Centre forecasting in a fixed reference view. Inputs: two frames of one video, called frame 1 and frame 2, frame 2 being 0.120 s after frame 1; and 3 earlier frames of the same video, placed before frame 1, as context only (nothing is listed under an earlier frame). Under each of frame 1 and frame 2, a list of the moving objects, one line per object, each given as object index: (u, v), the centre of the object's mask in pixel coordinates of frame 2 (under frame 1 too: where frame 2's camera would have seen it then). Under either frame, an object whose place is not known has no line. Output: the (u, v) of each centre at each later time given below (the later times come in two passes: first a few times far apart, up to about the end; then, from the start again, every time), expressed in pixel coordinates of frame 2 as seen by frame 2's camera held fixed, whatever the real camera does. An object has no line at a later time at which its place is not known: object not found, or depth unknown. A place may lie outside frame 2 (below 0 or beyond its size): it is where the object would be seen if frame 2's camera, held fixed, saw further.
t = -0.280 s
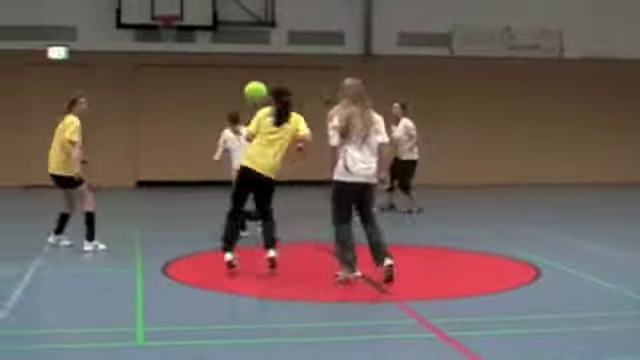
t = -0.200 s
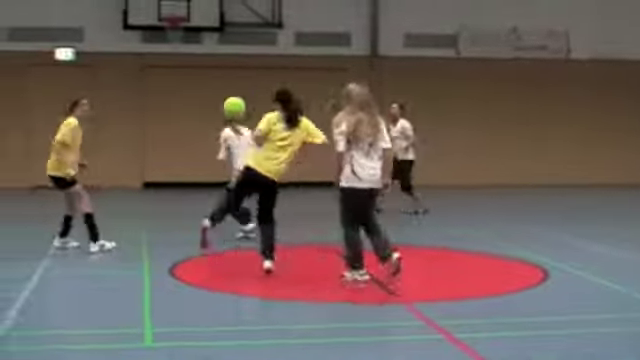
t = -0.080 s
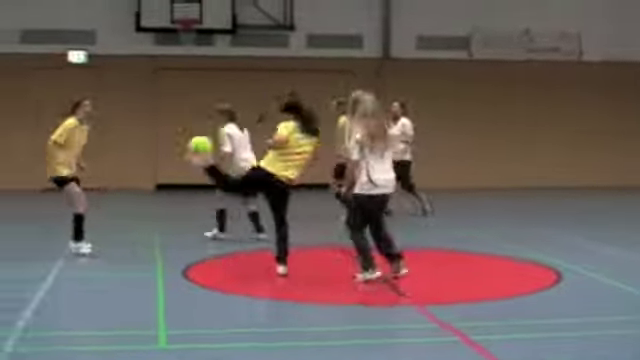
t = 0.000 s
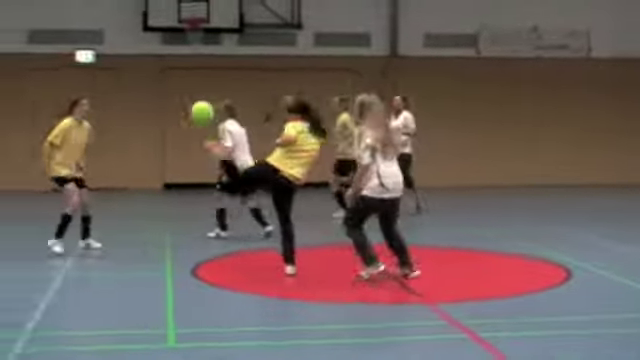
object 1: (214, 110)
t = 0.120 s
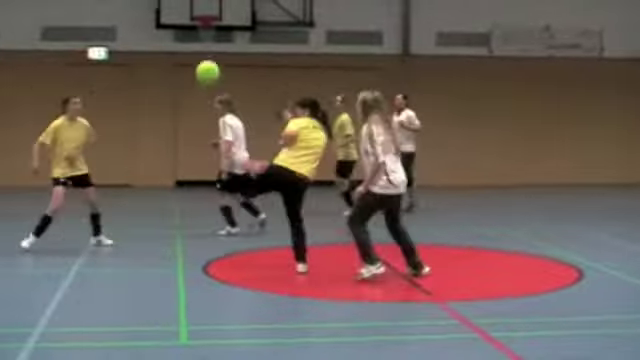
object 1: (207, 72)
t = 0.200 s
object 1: (203, 56)
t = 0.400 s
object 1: (194, 48)
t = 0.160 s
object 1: (205, 63)
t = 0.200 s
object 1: (203, 56)
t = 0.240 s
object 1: (202, 51)
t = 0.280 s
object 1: (200, 49)
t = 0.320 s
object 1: (198, 47)
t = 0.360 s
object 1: (196, 47)
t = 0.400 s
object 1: (194, 48)
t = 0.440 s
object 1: (192, 50)
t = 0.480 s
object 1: (191, 55)
